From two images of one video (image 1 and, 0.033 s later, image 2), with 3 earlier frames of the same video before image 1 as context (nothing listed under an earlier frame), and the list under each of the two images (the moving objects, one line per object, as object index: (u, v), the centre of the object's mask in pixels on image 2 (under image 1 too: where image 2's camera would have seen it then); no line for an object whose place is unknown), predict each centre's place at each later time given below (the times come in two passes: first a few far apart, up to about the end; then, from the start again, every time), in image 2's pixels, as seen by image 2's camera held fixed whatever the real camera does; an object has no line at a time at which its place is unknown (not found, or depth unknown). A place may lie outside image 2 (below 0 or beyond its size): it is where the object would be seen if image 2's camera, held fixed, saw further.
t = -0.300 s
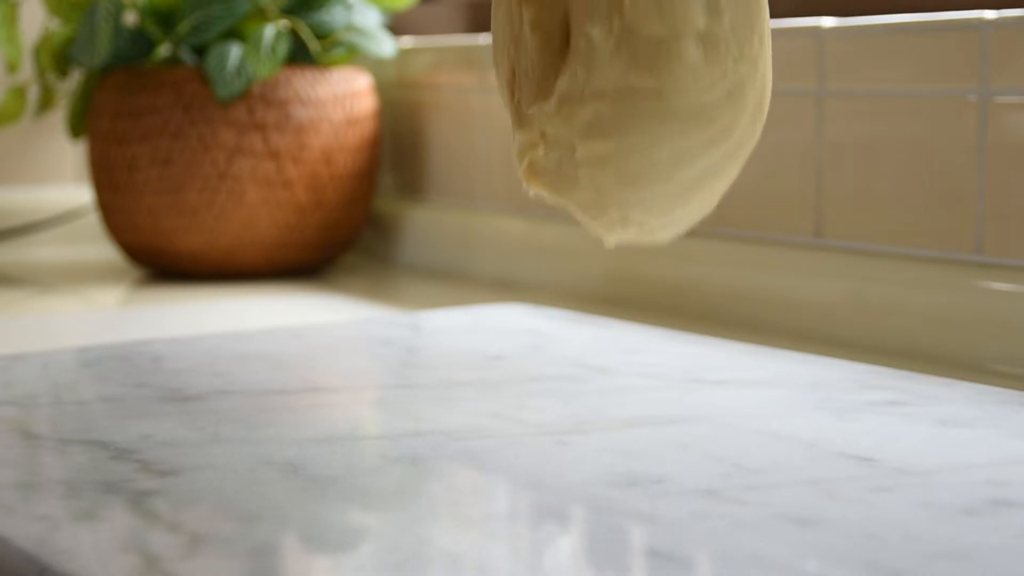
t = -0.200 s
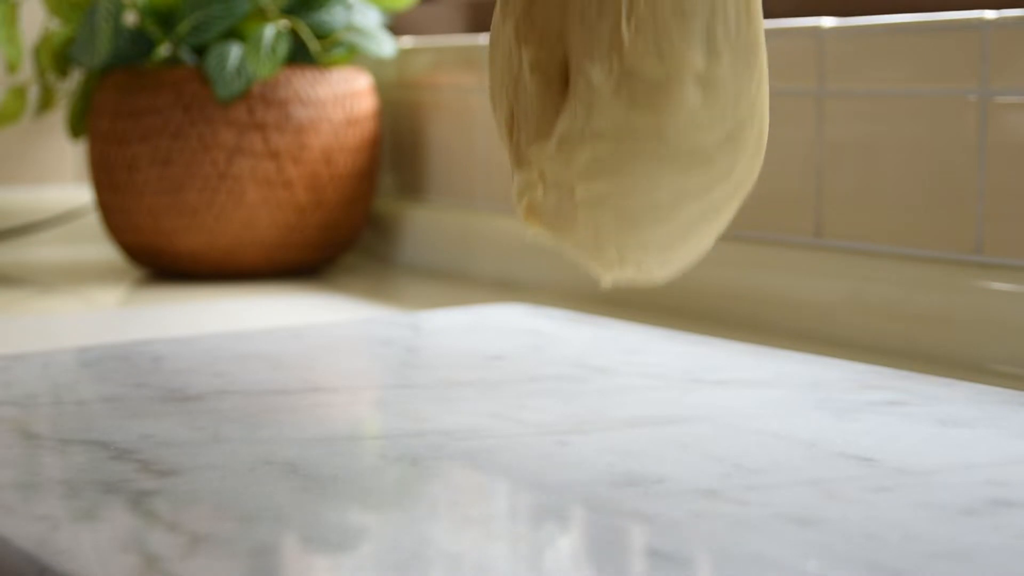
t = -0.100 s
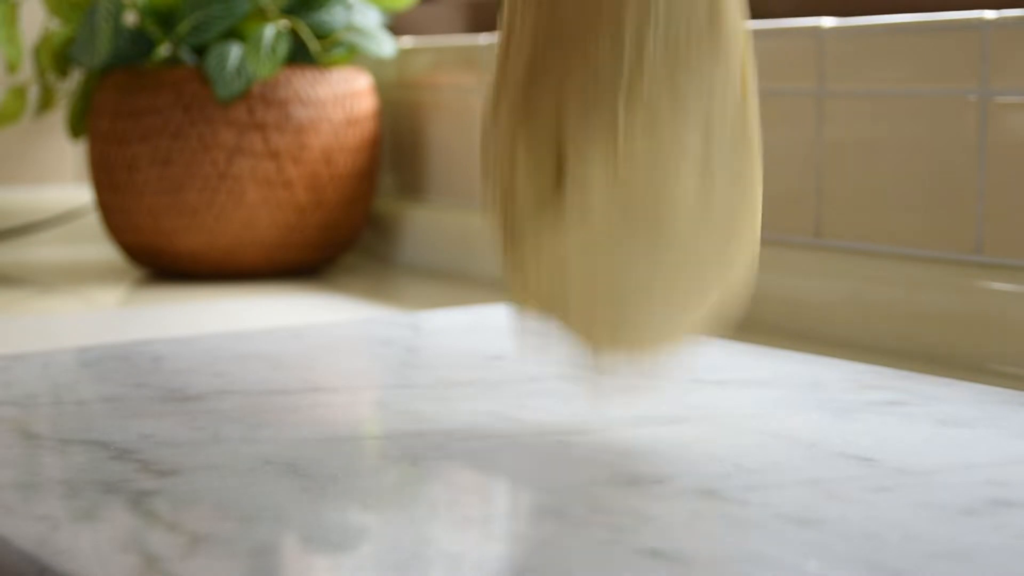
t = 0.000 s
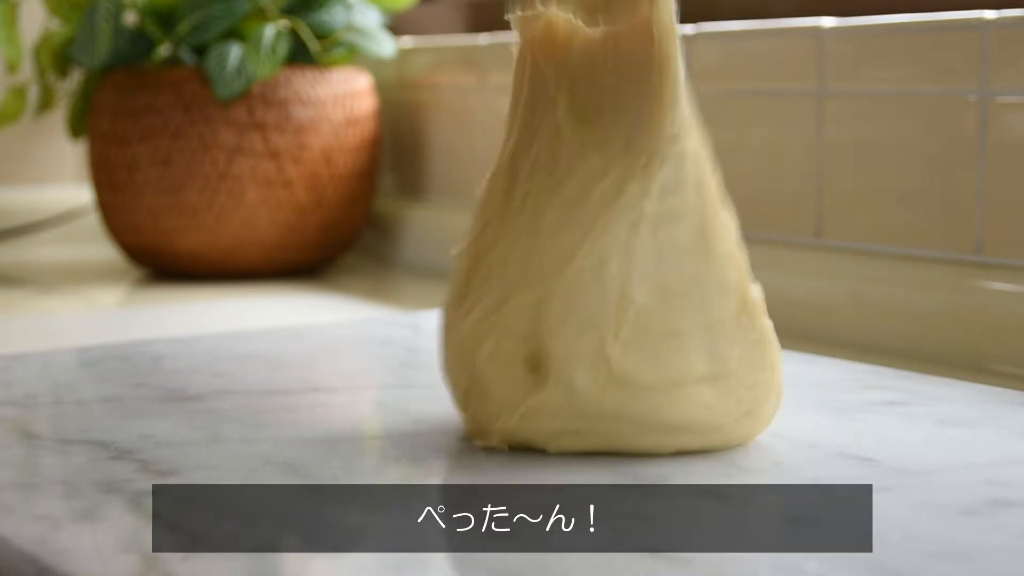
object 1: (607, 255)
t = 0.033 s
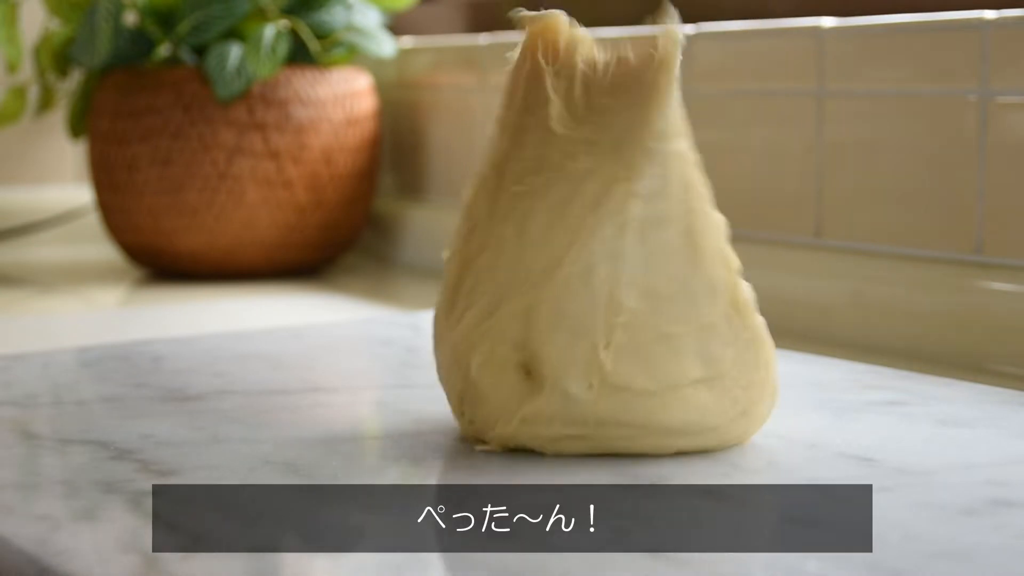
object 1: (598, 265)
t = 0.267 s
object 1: (568, 289)
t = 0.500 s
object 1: (553, 312)
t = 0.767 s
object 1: (544, 335)
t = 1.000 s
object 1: (542, 350)
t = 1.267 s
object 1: (544, 361)
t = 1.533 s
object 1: (545, 368)
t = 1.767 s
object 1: (545, 372)
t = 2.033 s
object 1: (544, 374)
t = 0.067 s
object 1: (592, 271)
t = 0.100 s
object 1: (586, 275)
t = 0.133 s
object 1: (582, 278)
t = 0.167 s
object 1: (578, 281)
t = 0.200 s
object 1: (574, 283)
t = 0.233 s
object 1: (571, 286)
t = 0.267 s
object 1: (568, 289)
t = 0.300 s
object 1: (566, 292)
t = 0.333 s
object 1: (563, 295)
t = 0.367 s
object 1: (561, 298)
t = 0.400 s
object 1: (559, 302)
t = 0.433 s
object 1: (557, 305)
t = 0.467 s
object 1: (555, 308)
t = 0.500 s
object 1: (553, 312)
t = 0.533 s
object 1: (552, 315)
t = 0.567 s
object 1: (550, 318)
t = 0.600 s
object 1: (549, 321)
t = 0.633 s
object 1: (548, 324)
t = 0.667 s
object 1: (547, 327)
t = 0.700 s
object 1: (546, 330)
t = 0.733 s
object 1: (545, 332)
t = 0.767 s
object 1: (544, 335)
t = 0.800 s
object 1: (544, 337)
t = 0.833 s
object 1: (543, 339)
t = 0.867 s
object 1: (543, 341)
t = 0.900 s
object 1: (543, 344)
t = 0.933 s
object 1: (543, 346)
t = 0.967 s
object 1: (542, 348)
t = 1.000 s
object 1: (542, 350)
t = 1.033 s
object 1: (542, 351)
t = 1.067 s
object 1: (543, 353)
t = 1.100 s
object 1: (543, 355)
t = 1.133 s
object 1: (543, 356)
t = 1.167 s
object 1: (543, 358)
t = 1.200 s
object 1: (543, 359)
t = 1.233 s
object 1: (543, 360)
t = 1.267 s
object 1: (544, 361)
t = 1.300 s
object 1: (544, 362)
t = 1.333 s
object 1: (544, 363)
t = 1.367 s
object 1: (544, 364)
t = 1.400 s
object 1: (544, 365)
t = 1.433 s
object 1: (544, 366)
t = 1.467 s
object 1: (545, 367)
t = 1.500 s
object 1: (545, 368)
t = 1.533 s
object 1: (545, 368)
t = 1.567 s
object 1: (545, 369)
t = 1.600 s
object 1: (545, 370)
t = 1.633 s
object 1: (545, 370)
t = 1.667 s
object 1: (545, 371)
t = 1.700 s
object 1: (545, 371)
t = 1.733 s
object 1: (545, 372)
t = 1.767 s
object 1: (545, 372)
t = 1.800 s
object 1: (545, 372)
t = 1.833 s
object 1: (545, 373)
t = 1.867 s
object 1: (545, 373)
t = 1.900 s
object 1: (545, 373)
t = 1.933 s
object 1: (544, 374)
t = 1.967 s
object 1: (544, 374)
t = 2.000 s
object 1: (544, 374)
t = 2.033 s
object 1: (544, 374)
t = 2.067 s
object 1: (544, 374)
